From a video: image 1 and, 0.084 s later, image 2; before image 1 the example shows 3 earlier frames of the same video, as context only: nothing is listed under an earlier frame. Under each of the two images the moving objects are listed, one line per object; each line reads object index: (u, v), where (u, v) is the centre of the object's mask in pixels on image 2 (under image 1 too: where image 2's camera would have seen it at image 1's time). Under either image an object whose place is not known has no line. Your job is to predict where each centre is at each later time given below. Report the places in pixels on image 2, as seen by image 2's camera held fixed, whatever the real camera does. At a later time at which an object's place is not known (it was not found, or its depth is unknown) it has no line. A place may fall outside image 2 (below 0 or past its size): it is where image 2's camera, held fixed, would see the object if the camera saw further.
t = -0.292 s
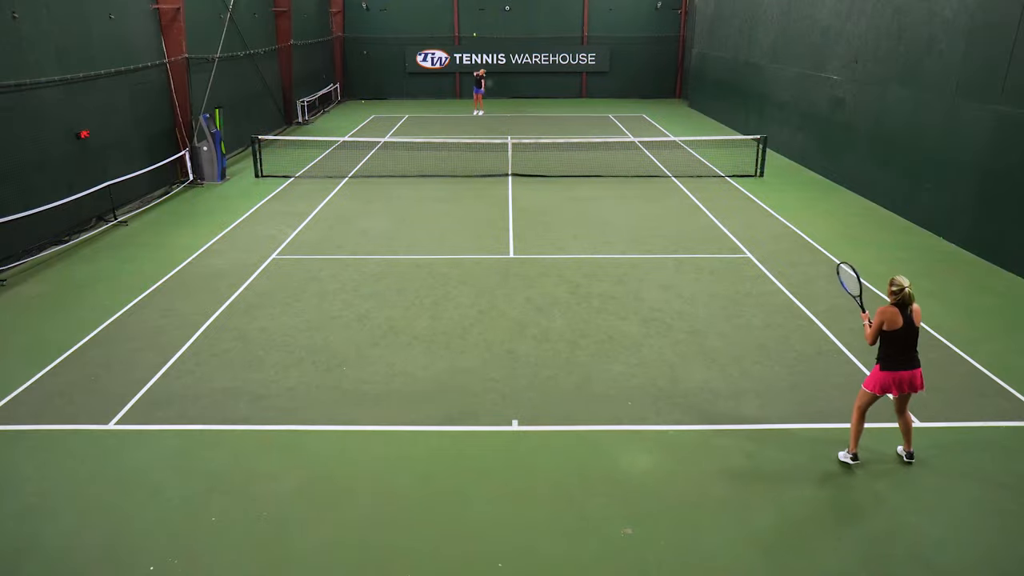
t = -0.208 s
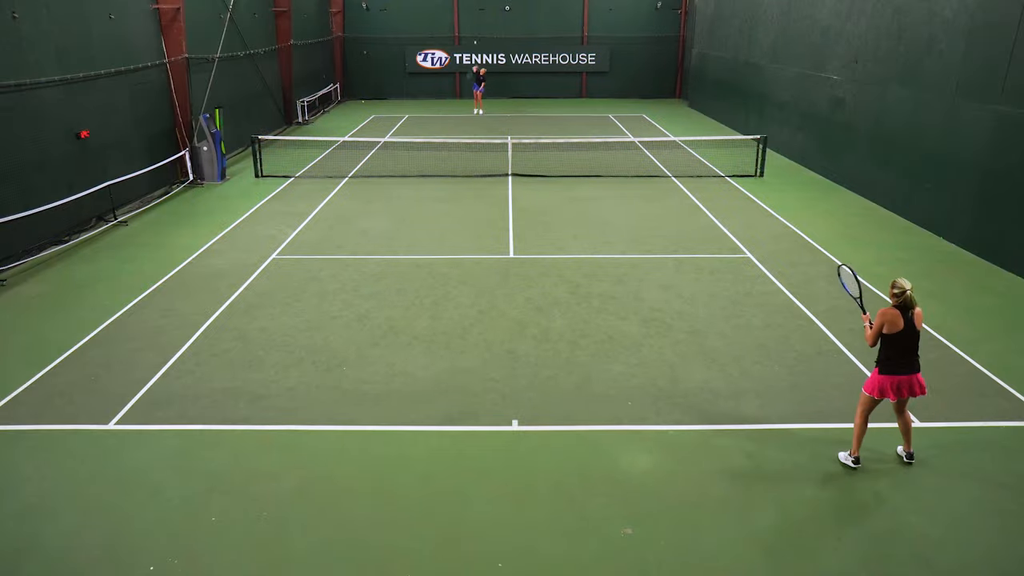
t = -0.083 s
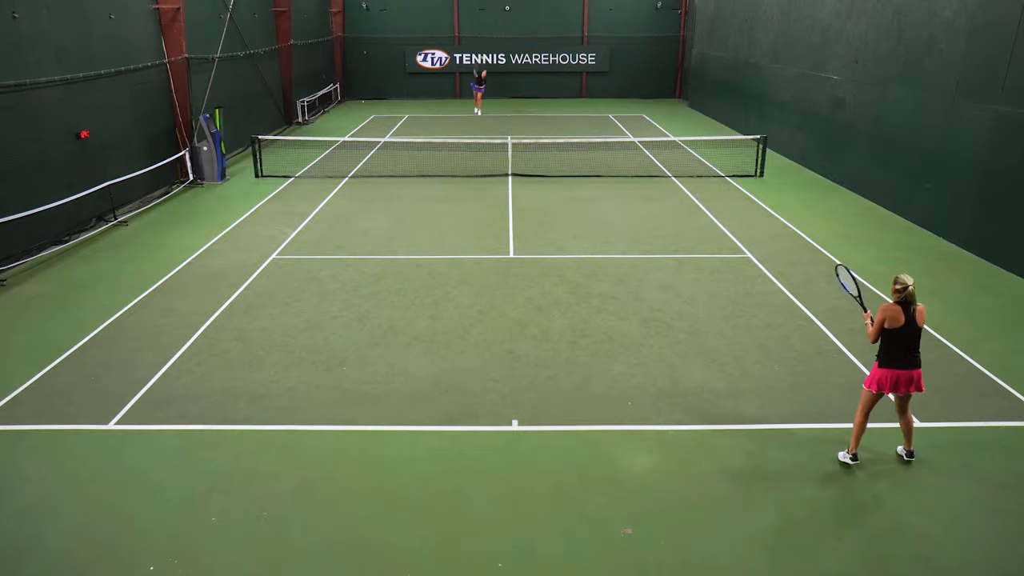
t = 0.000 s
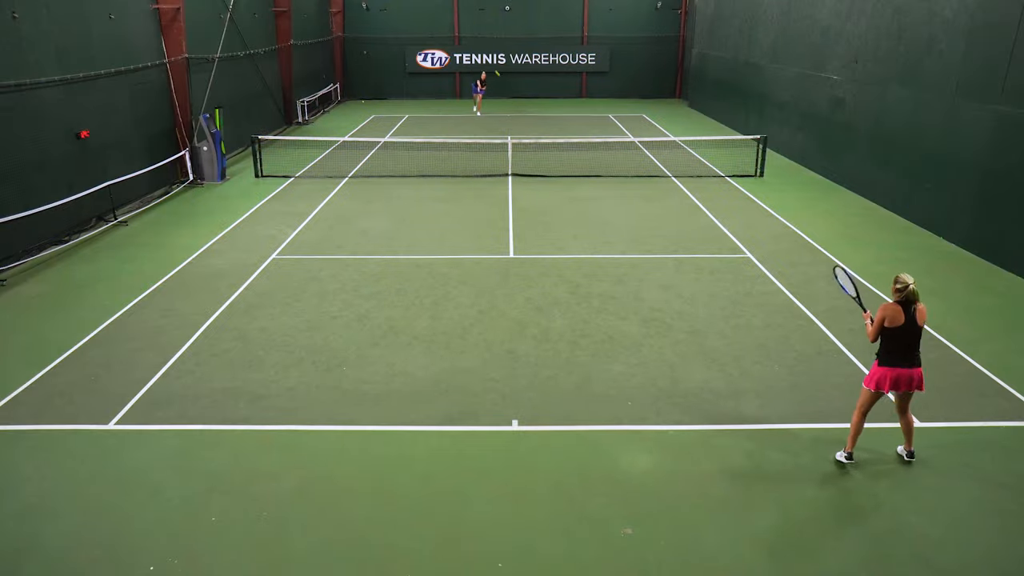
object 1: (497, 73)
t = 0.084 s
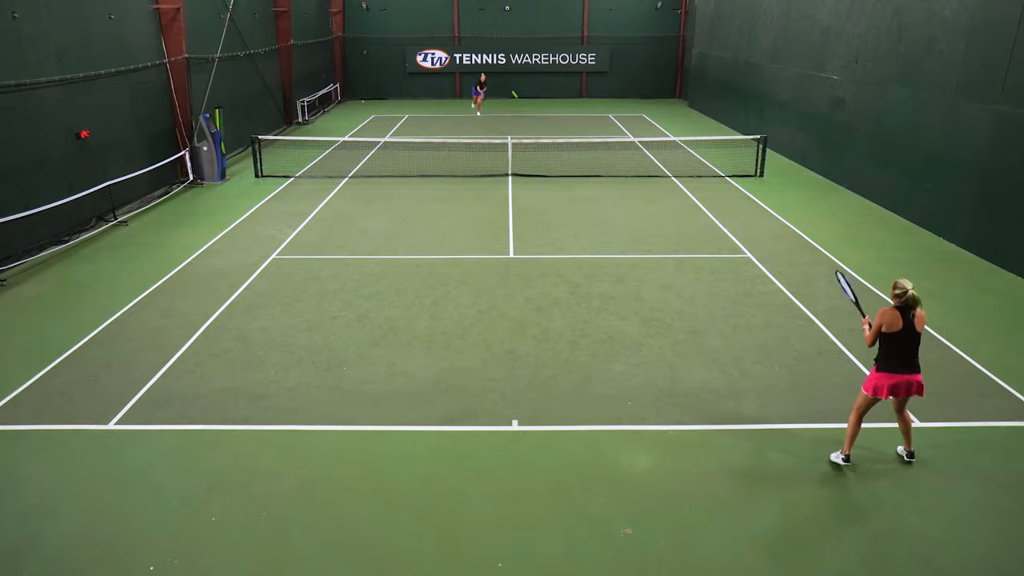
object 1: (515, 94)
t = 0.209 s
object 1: (548, 141)
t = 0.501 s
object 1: (677, 270)
